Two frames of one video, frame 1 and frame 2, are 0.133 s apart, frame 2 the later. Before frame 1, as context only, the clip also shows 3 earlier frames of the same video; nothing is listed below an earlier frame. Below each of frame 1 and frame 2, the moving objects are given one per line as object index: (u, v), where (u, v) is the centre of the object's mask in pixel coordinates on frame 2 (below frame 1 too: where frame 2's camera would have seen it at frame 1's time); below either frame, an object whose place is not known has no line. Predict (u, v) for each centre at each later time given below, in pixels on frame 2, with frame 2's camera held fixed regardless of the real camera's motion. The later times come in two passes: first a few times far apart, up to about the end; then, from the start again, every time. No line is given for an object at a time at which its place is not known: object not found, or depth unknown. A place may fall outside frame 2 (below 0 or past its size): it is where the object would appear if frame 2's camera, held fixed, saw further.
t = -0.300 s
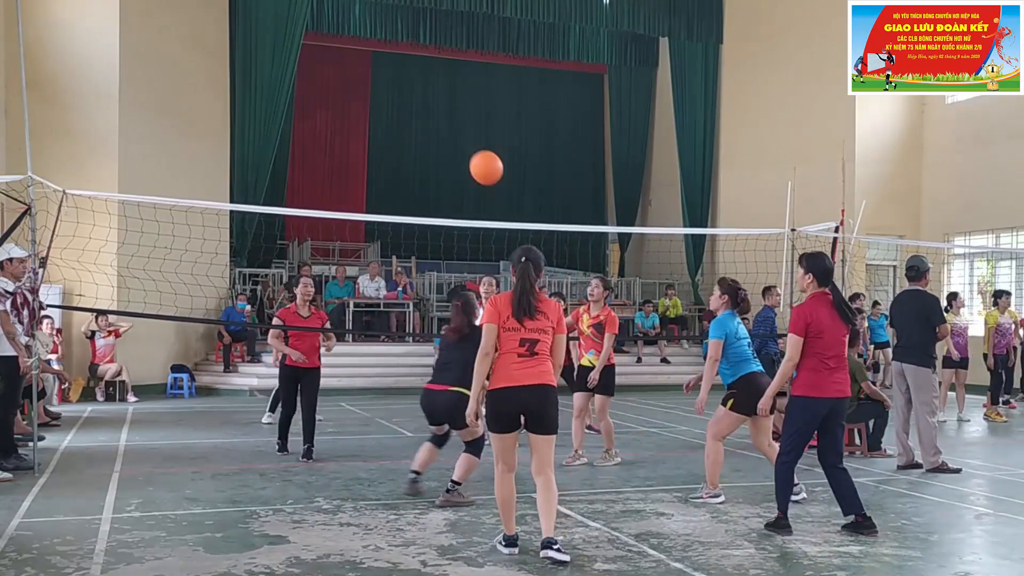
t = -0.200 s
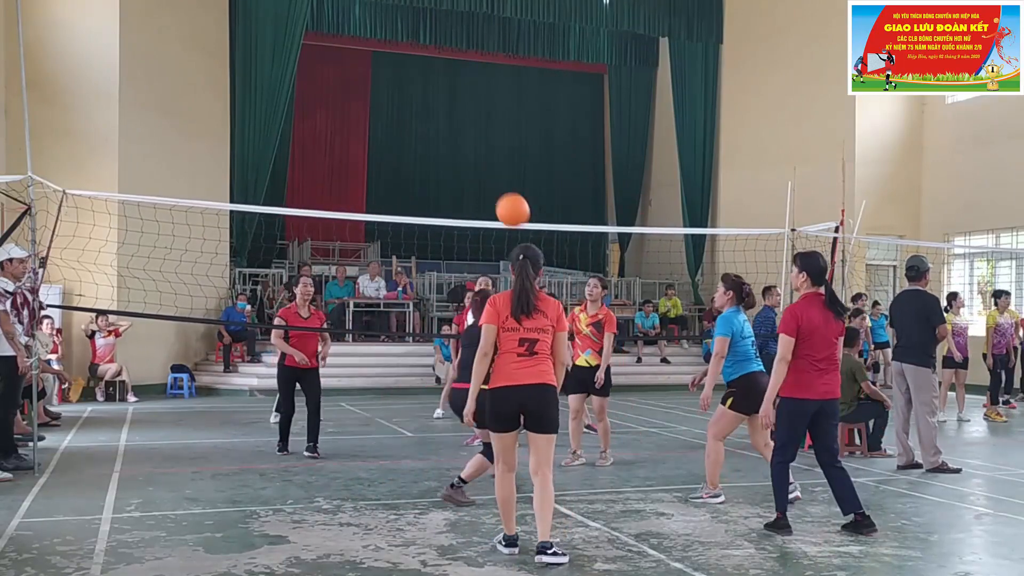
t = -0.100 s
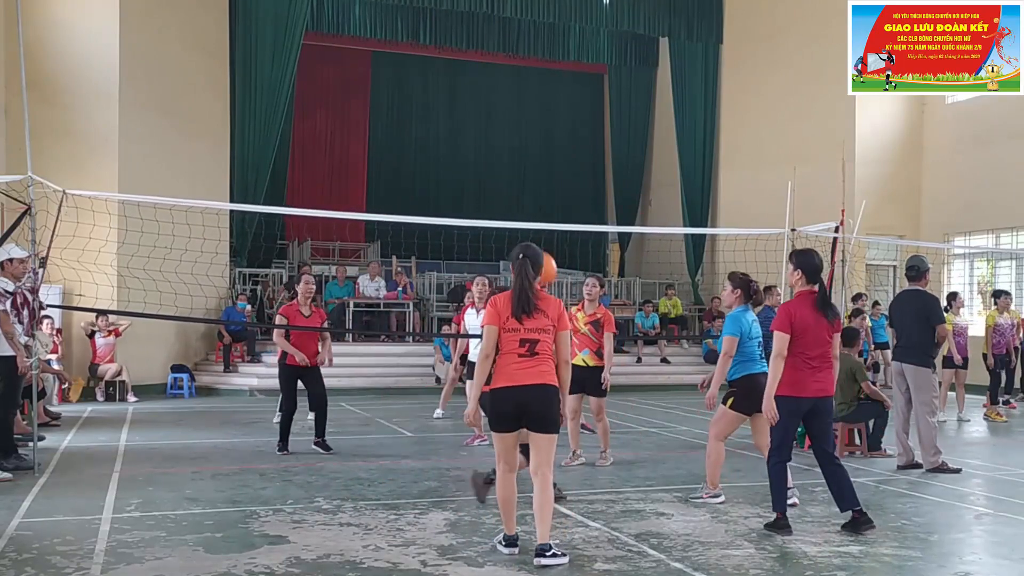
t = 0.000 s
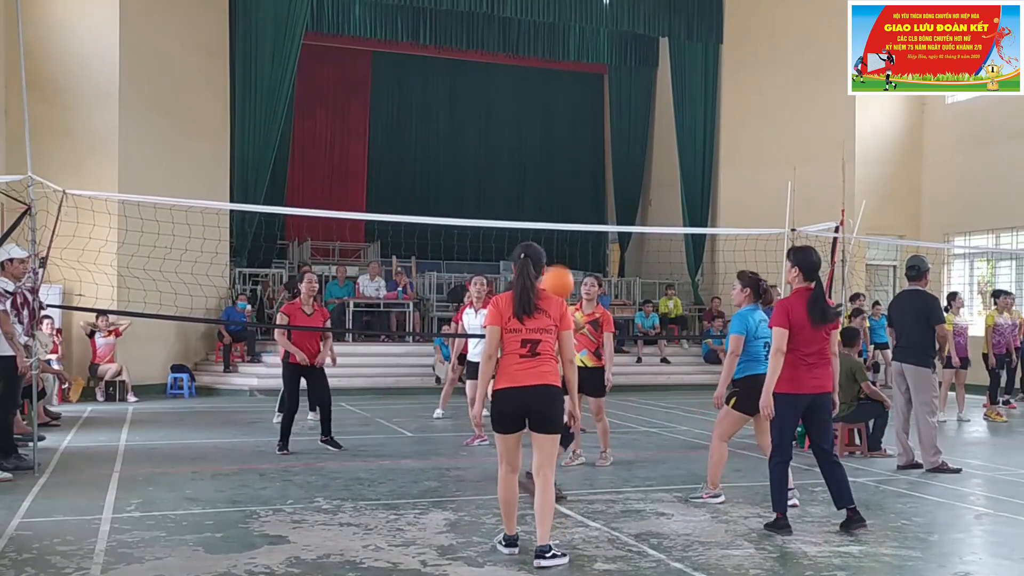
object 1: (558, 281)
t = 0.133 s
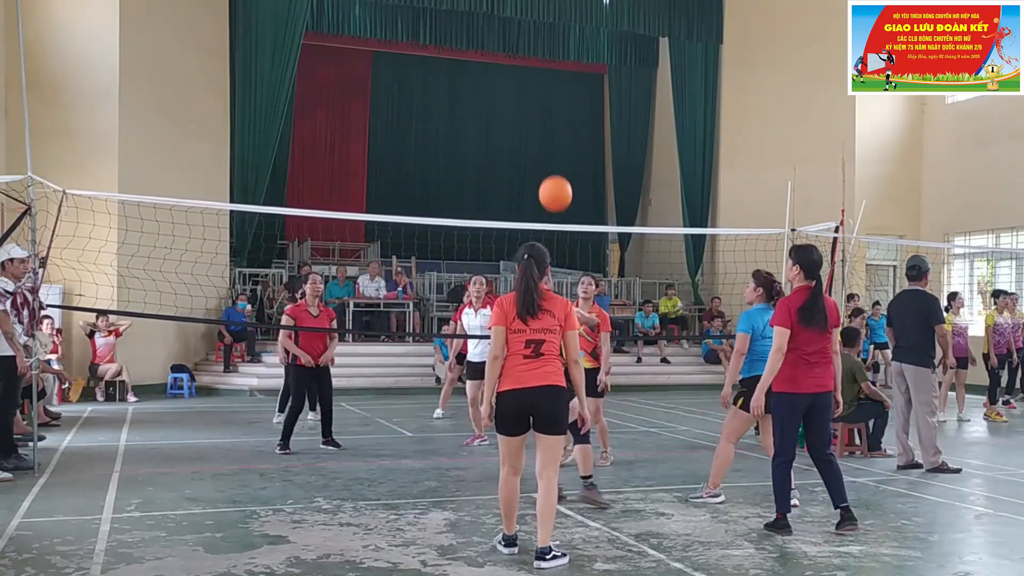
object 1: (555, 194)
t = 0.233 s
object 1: (554, 144)
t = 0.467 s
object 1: (547, 85)
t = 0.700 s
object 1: (540, 100)
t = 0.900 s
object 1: (534, 168)
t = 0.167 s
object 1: (555, 176)
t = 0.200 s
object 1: (554, 159)
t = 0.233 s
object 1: (554, 144)
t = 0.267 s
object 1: (553, 131)
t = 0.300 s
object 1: (552, 119)
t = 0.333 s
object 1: (551, 109)
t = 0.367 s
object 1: (550, 101)
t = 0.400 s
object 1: (549, 94)
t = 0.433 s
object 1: (548, 89)
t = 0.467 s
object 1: (547, 85)
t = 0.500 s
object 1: (546, 83)
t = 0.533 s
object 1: (545, 82)
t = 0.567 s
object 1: (544, 83)
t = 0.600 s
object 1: (543, 85)
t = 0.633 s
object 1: (542, 89)
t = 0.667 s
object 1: (541, 94)
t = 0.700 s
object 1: (540, 100)
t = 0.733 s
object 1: (539, 108)
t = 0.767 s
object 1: (538, 117)
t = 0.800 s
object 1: (537, 128)
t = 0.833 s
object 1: (536, 140)
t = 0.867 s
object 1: (535, 153)
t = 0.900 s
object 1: (534, 168)
